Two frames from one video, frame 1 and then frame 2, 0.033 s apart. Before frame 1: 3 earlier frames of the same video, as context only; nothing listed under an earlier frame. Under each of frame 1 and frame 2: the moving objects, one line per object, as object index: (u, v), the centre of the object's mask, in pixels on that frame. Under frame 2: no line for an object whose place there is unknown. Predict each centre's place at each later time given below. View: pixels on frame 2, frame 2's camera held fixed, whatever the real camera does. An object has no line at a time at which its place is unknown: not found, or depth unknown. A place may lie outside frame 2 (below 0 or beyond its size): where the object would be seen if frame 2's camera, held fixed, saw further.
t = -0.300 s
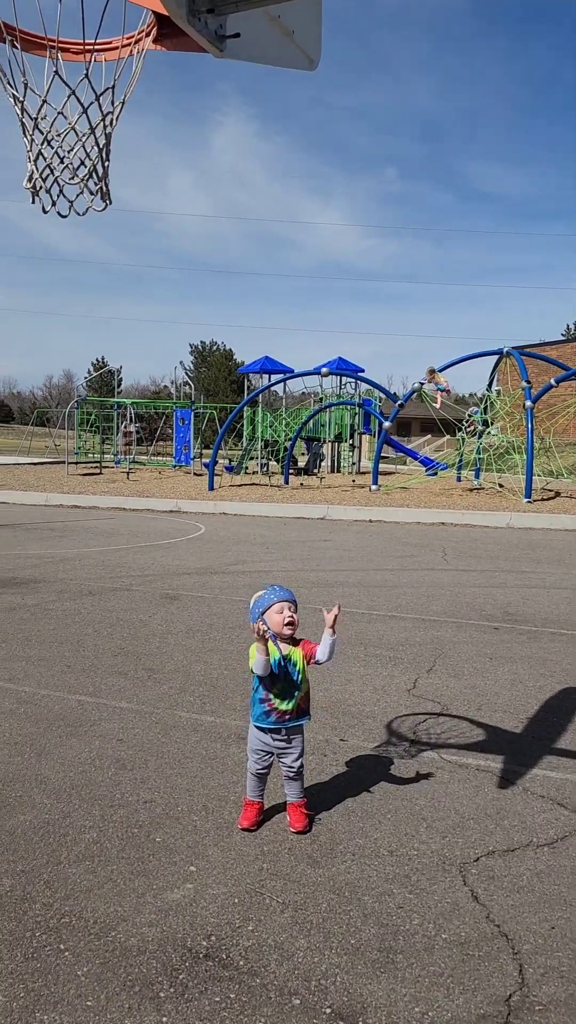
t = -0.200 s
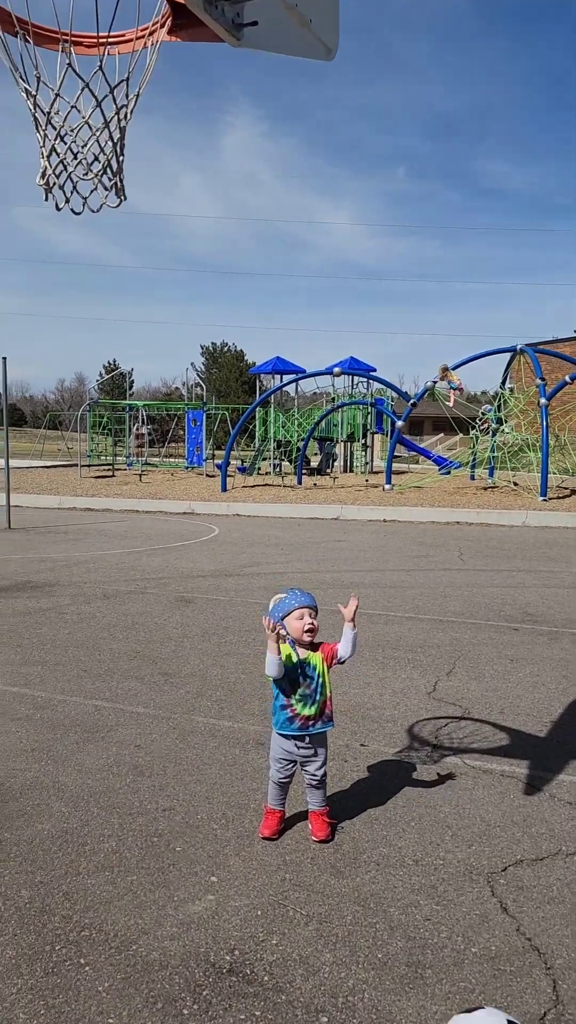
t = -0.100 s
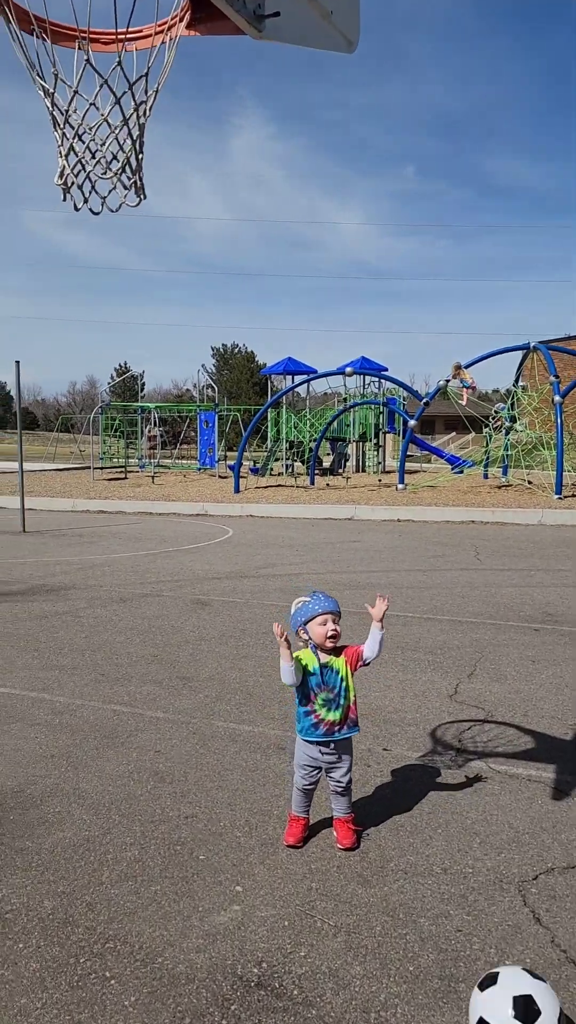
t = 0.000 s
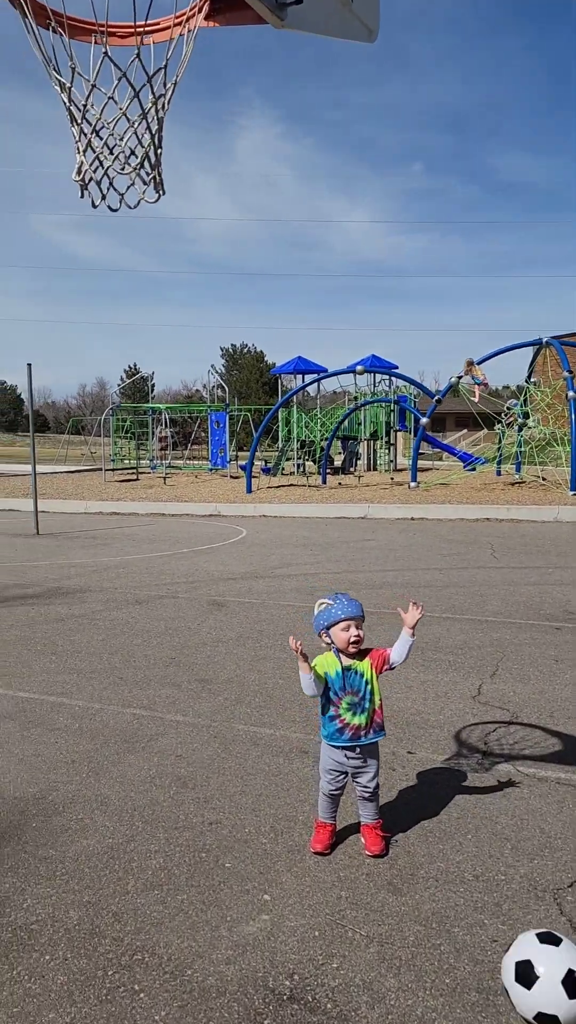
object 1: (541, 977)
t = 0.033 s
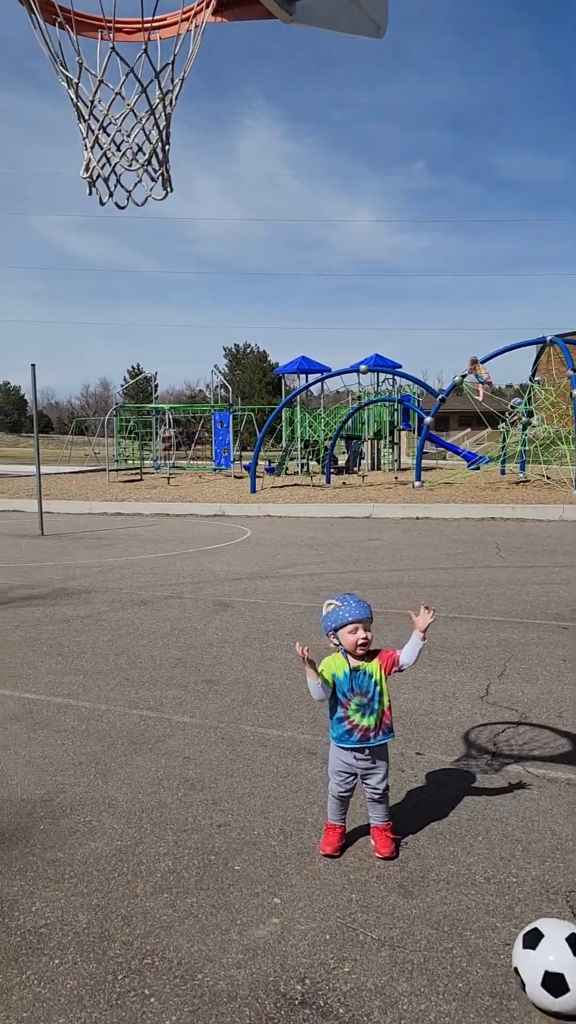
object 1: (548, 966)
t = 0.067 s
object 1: (539, 949)
